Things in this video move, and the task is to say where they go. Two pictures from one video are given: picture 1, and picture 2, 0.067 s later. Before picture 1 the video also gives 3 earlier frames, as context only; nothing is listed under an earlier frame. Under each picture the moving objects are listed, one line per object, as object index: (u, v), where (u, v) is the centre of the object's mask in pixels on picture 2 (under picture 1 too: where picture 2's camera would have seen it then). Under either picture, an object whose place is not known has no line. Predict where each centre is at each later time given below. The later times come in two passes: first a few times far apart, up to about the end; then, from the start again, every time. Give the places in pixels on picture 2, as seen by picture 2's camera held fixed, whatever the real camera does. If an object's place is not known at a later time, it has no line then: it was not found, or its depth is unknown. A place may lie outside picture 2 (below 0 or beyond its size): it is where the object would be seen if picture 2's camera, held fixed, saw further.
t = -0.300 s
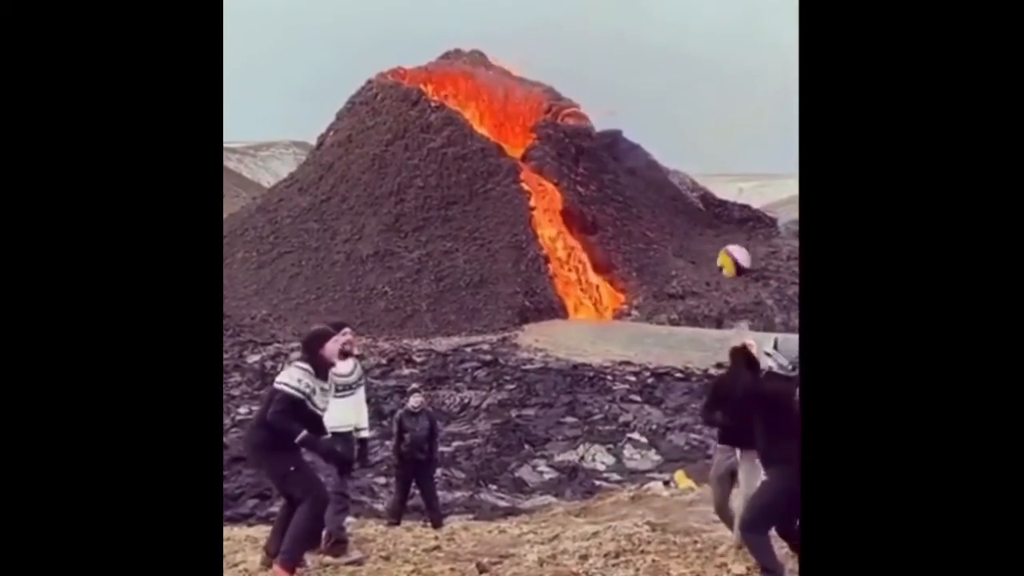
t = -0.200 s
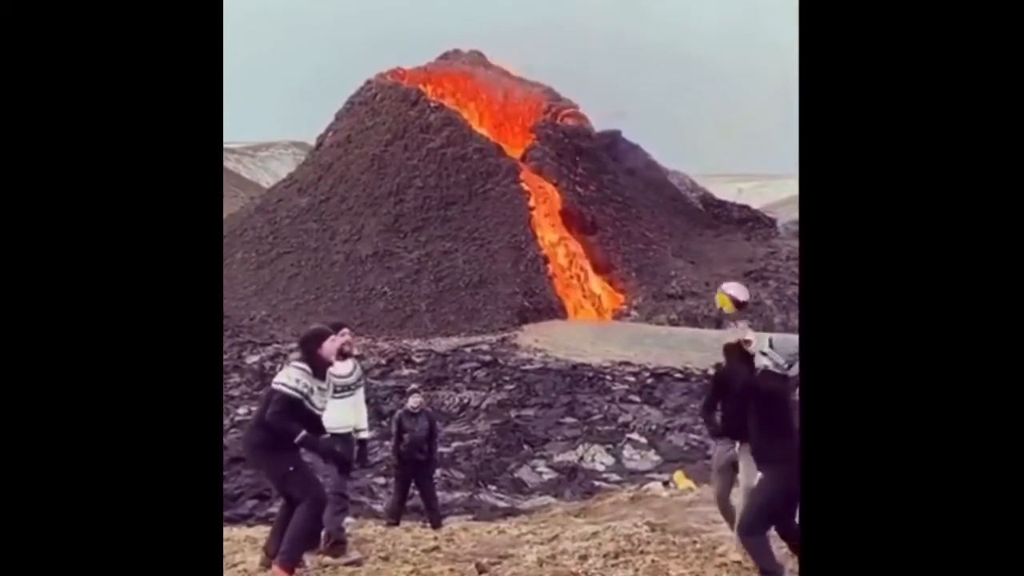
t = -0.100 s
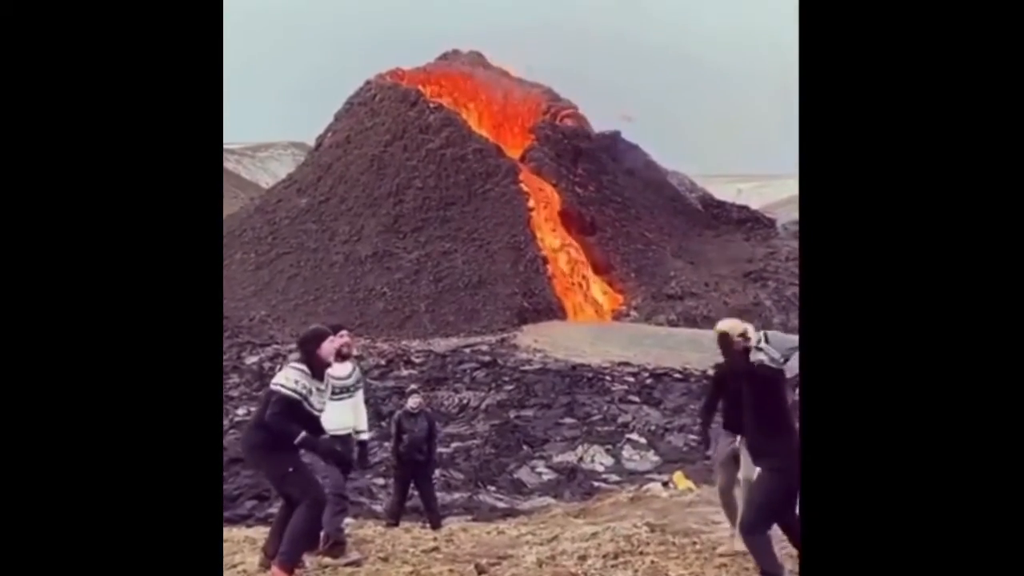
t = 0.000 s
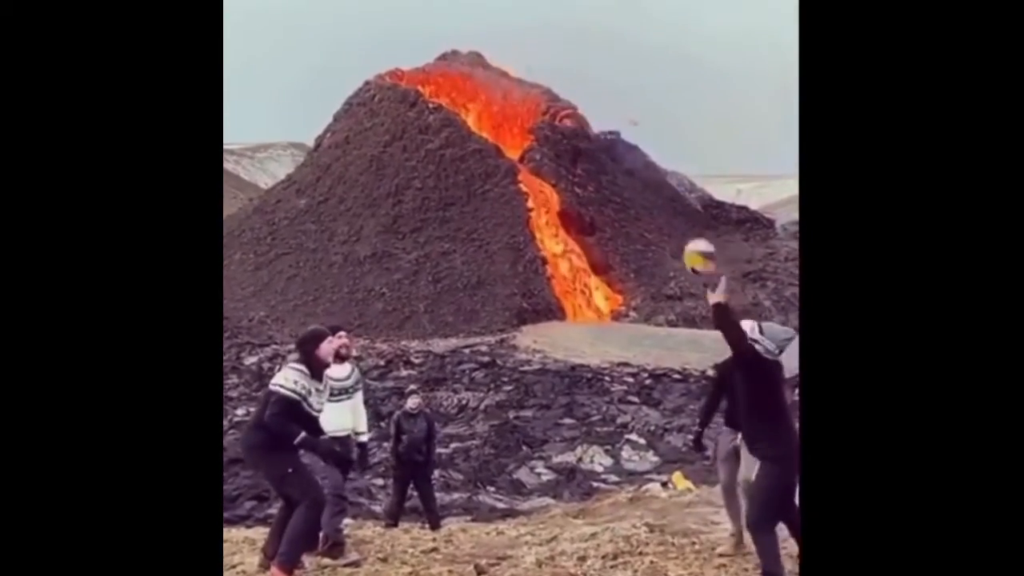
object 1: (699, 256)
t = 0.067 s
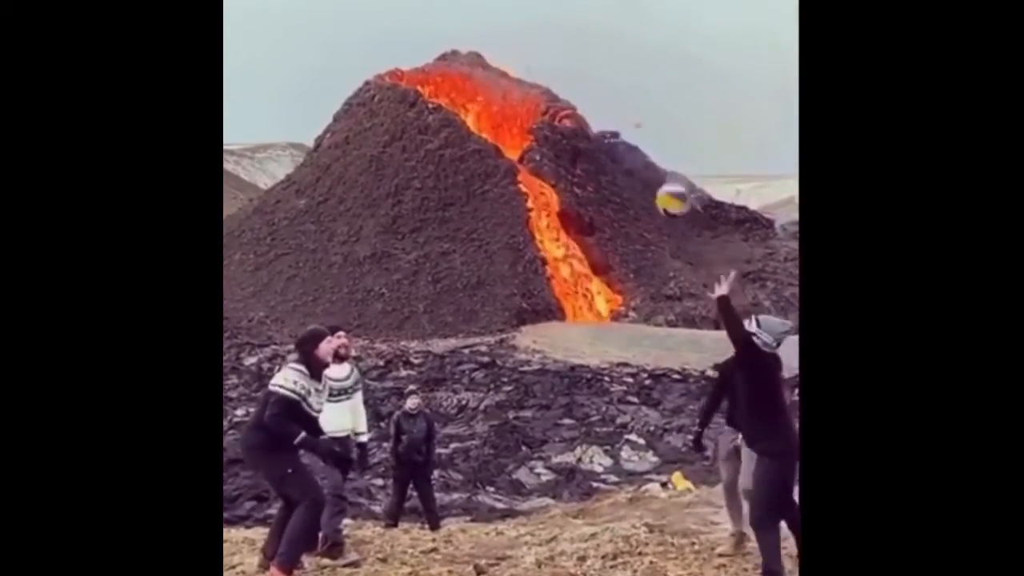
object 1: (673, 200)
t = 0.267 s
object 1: (593, 74)
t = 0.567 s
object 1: (481, 10)
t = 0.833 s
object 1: (403, 69)
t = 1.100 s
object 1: (348, 229)
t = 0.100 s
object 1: (658, 176)
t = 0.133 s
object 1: (646, 153)
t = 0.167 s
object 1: (633, 130)
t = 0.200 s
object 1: (619, 110)
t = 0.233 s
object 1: (606, 90)
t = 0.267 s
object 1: (593, 74)
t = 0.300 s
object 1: (579, 58)
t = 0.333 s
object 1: (566, 45)
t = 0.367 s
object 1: (553, 33)
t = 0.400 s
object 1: (541, 24)
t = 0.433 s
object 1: (528, 16)
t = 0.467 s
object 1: (516, 12)
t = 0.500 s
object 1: (504, 10)
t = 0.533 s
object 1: (492, 9)
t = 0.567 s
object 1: (481, 10)
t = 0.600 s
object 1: (469, 11)
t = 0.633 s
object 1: (458, 14)
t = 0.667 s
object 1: (448, 19)
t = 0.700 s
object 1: (439, 29)
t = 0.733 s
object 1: (431, 37)
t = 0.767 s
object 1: (421, 48)
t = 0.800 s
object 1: (413, 59)
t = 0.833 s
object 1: (403, 69)
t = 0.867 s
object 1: (395, 83)
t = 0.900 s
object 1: (386, 99)
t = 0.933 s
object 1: (379, 117)
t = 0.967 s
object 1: (372, 136)
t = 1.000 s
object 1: (366, 158)
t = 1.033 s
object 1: (360, 180)
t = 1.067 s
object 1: (354, 204)
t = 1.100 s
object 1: (348, 229)
